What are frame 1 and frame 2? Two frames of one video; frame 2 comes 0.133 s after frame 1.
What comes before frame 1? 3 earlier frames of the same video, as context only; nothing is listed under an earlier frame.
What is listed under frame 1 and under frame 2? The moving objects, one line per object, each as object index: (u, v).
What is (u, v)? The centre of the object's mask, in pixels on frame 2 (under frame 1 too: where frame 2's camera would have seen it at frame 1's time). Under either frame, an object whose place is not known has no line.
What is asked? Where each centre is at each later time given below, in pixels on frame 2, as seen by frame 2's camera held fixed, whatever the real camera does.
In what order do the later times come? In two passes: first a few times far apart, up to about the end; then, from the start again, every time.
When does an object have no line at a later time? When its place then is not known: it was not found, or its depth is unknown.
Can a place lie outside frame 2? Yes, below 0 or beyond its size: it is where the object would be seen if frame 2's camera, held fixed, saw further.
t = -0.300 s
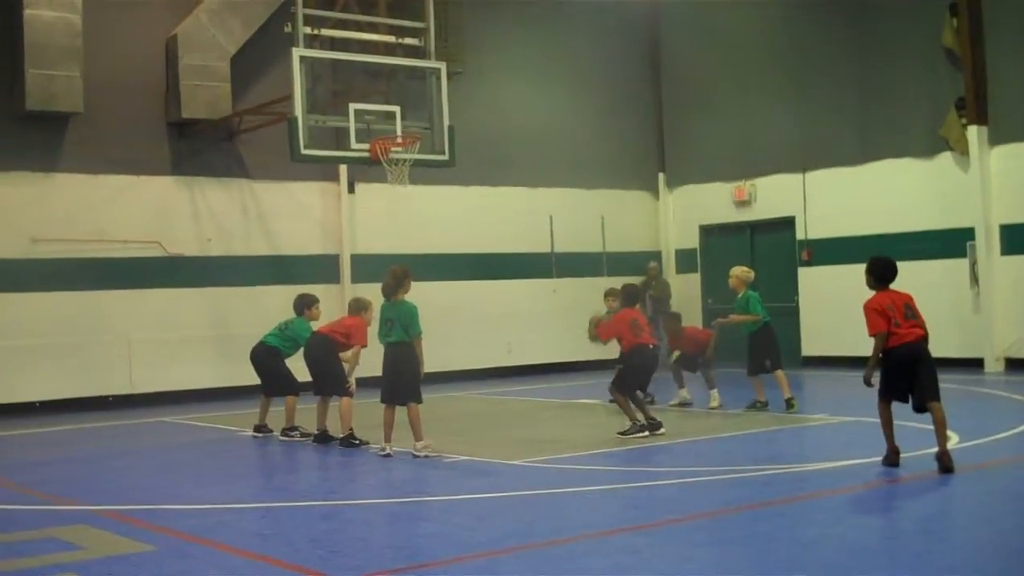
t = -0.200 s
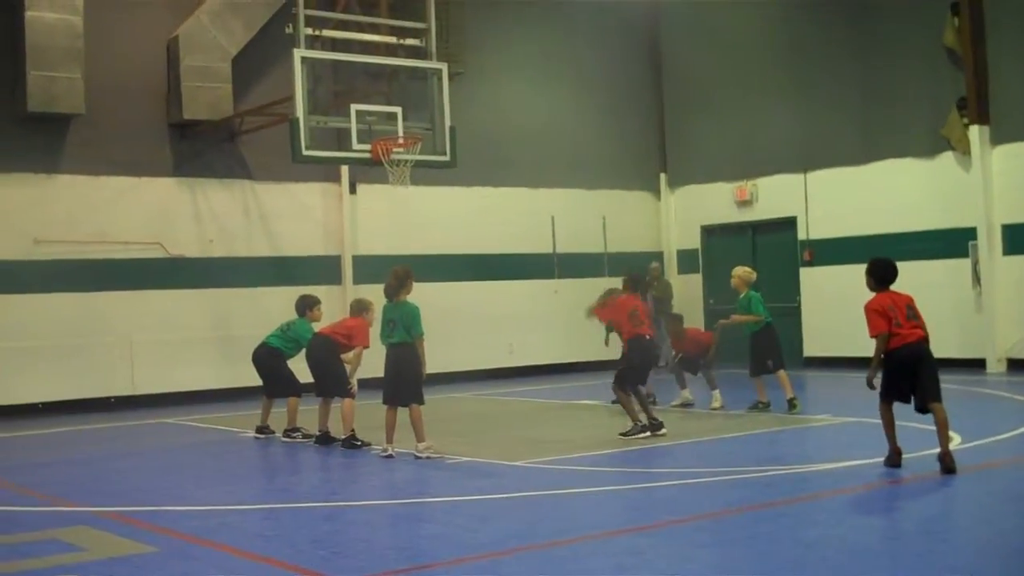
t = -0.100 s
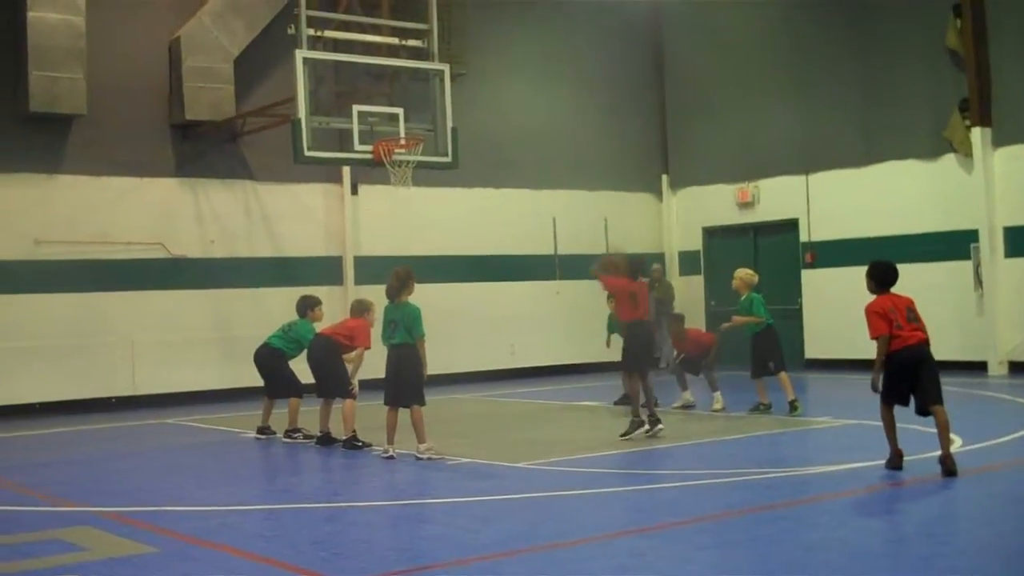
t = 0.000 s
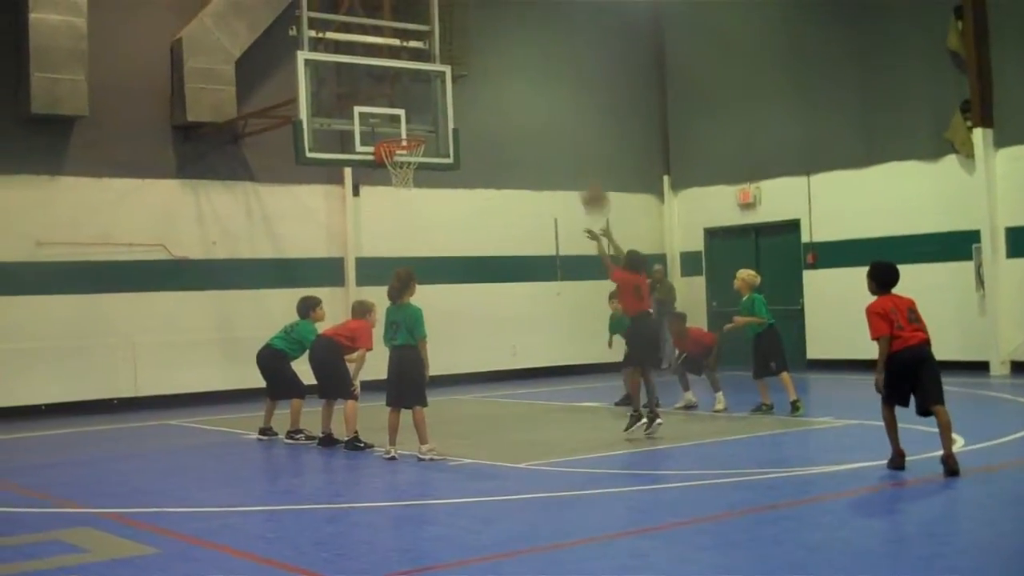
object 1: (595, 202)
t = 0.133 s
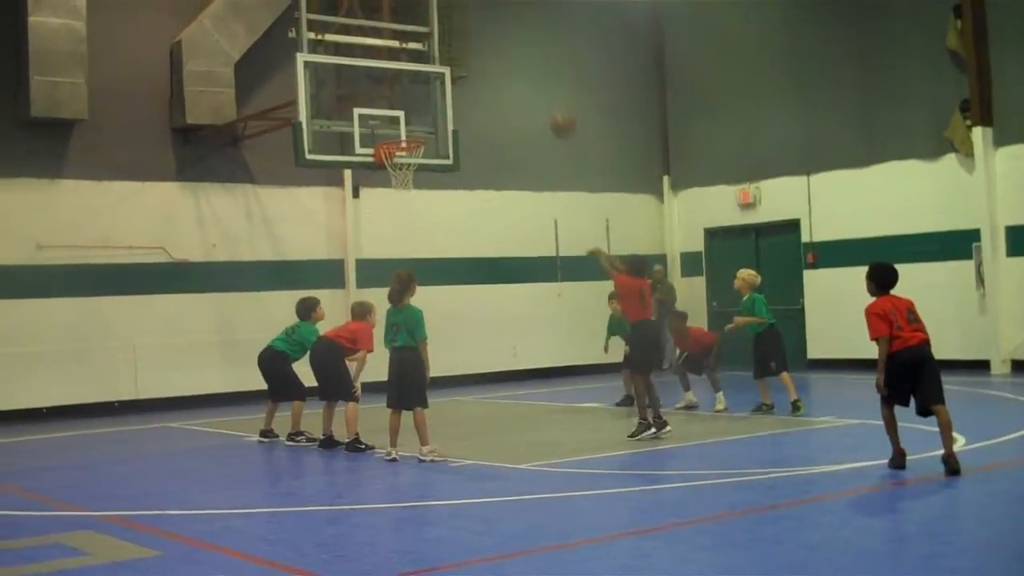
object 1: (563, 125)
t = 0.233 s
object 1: (541, 86)
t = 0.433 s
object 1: (503, 40)
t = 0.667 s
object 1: (465, 43)
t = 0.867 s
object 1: (437, 86)
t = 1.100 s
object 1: (406, 118)
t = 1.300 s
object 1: (391, 115)
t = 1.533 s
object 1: (400, 140)
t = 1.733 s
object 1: (411, 185)
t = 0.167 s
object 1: (555, 109)
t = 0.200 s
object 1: (549, 95)
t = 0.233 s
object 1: (541, 86)
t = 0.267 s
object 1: (535, 72)
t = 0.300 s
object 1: (528, 65)
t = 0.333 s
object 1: (522, 57)
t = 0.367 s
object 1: (517, 50)
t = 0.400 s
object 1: (510, 45)
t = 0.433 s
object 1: (503, 40)
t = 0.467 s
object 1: (498, 36)
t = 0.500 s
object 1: (493, 34)
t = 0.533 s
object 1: (487, 34)
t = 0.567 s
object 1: (482, 34)
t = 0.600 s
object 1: (476, 37)
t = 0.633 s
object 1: (471, 39)
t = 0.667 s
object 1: (465, 43)
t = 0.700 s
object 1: (460, 48)
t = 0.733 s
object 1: (455, 53)
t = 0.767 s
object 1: (450, 59)
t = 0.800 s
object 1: (446, 68)
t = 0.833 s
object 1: (444, 79)
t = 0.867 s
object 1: (437, 86)
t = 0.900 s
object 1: (430, 97)
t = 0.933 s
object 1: (429, 109)
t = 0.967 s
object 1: (424, 125)
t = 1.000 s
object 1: (421, 130)
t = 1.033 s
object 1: (416, 125)
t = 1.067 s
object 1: (411, 121)
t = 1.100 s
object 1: (406, 118)
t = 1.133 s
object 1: (402, 116)
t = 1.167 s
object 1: (398, 116)
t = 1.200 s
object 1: (393, 116)
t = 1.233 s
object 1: (389, 116)
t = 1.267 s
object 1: (389, 116)
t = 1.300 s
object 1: (391, 115)
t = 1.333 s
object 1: (391, 115)
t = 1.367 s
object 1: (392, 115)
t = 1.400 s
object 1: (394, 118)
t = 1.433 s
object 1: (395, 123)
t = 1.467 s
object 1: (395, 127)
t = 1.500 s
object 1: (396, 131)
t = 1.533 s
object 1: (400, 140)
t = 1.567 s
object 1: (400, 144)
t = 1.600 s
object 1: (404, 153)
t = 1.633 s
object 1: (408, 159)
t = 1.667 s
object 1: (408, 170)
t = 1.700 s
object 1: (409, 174)
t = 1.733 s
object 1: (411, 185)
